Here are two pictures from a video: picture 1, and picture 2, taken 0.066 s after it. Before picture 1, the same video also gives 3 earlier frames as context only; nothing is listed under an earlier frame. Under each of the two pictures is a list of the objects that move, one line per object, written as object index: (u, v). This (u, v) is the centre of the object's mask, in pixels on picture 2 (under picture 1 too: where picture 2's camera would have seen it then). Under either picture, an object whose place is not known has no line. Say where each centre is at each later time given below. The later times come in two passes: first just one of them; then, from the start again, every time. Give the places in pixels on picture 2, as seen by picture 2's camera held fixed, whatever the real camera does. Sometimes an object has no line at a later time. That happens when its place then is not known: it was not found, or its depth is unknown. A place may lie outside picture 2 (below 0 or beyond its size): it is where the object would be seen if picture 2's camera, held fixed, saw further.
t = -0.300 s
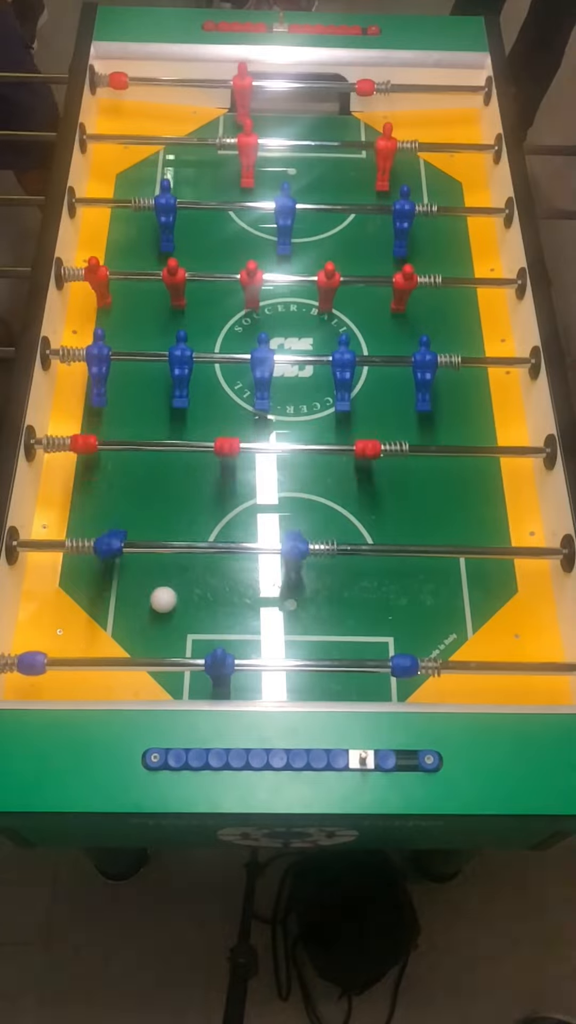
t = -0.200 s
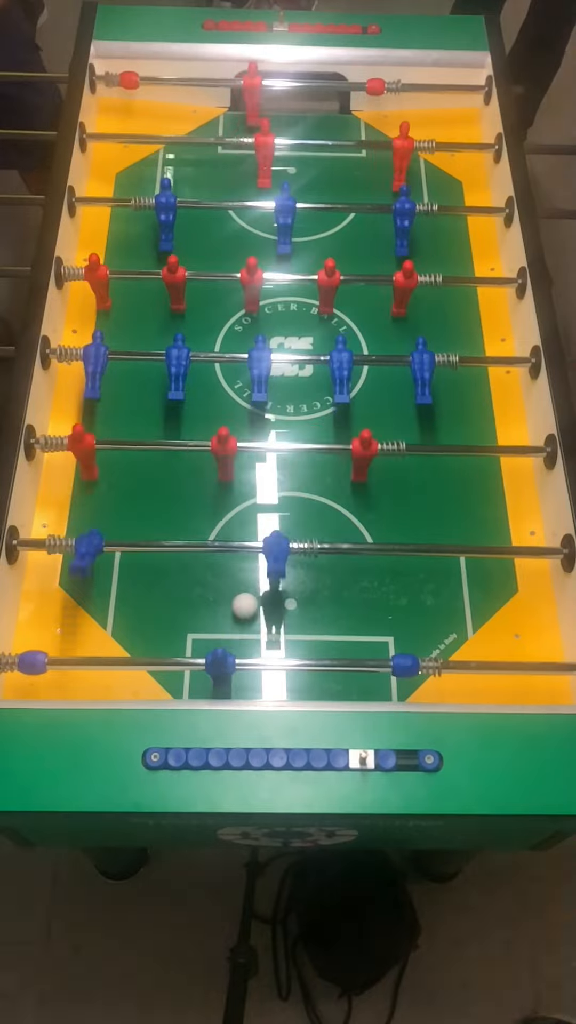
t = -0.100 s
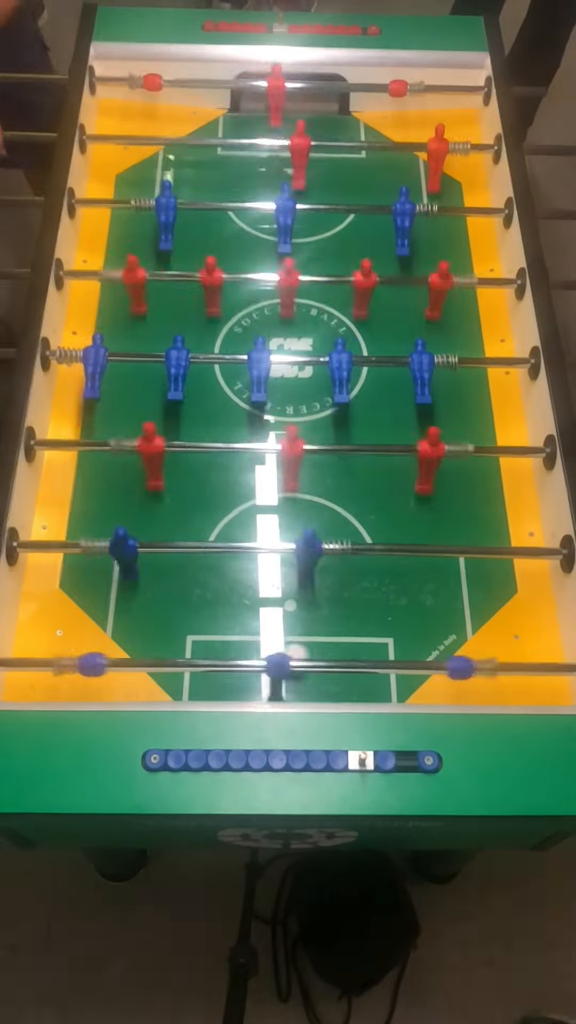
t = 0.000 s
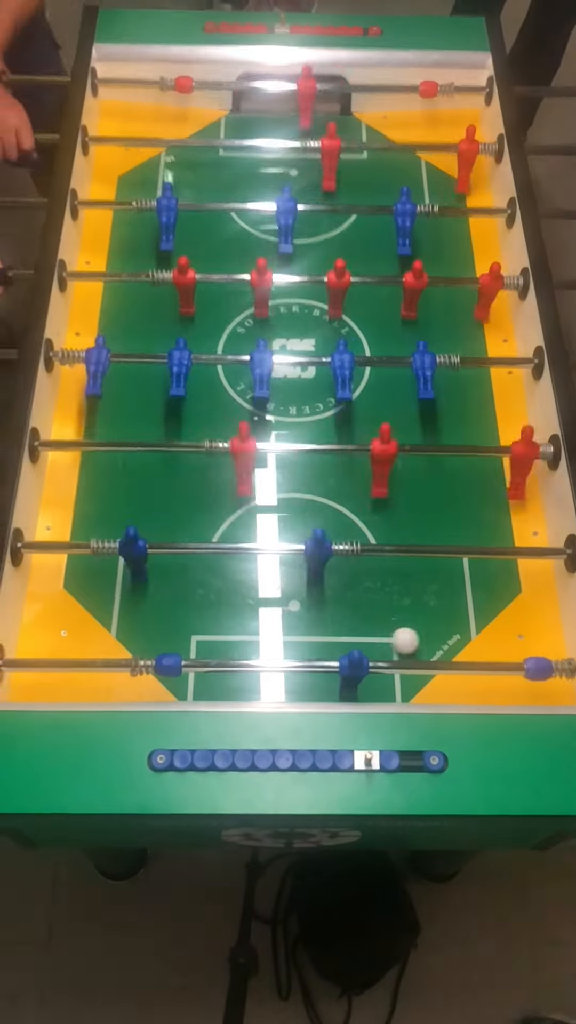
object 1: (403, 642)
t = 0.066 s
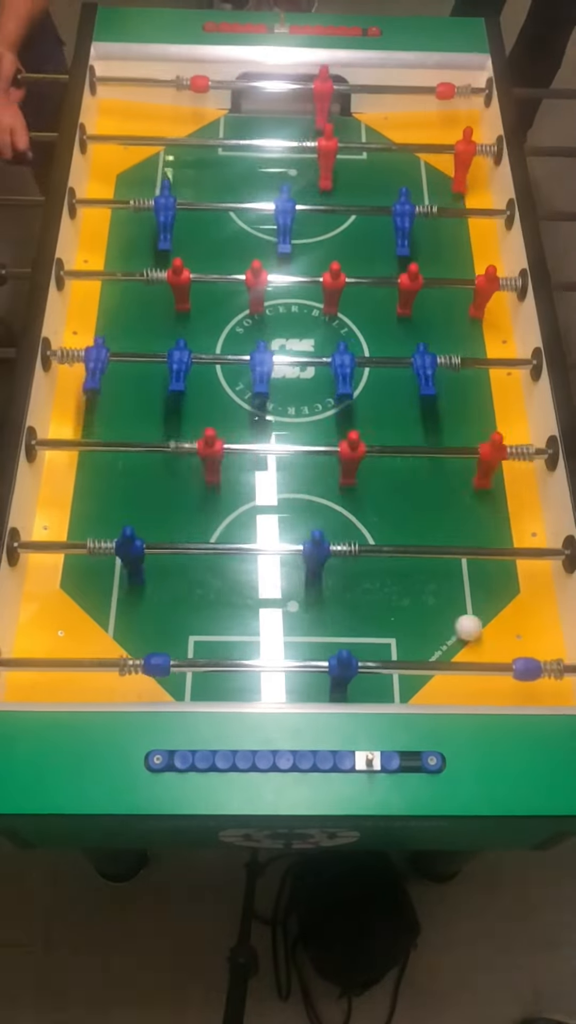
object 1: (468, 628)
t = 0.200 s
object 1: (530, 588)
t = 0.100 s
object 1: (498, 618)
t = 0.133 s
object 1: (522, 609)
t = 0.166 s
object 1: (545, 597)
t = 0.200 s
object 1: (530, 588)
